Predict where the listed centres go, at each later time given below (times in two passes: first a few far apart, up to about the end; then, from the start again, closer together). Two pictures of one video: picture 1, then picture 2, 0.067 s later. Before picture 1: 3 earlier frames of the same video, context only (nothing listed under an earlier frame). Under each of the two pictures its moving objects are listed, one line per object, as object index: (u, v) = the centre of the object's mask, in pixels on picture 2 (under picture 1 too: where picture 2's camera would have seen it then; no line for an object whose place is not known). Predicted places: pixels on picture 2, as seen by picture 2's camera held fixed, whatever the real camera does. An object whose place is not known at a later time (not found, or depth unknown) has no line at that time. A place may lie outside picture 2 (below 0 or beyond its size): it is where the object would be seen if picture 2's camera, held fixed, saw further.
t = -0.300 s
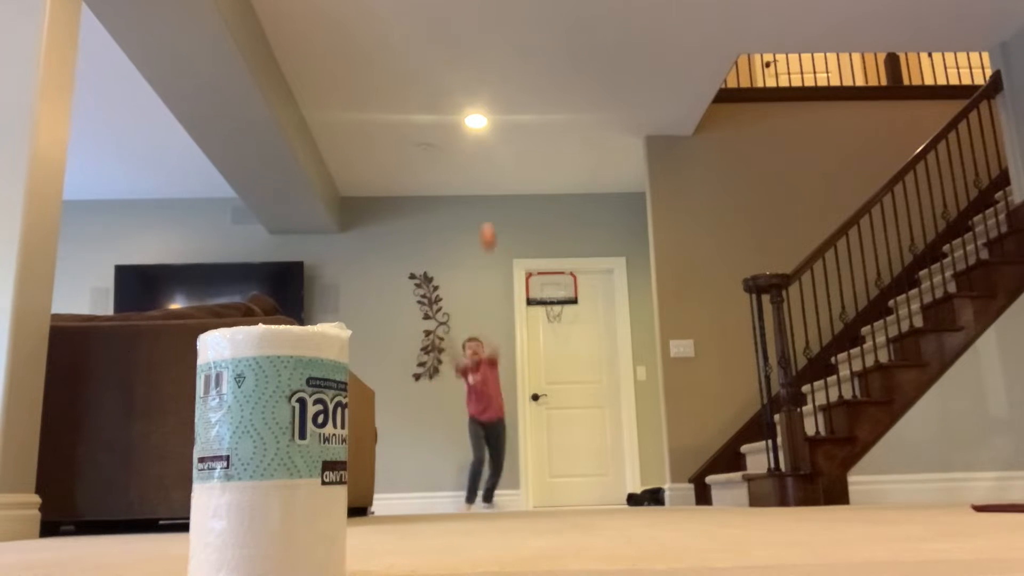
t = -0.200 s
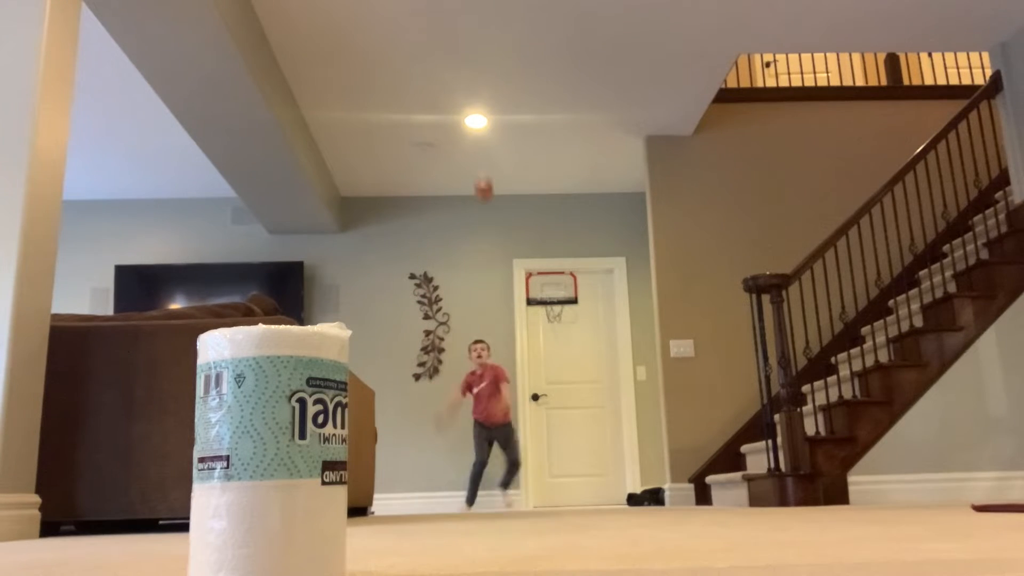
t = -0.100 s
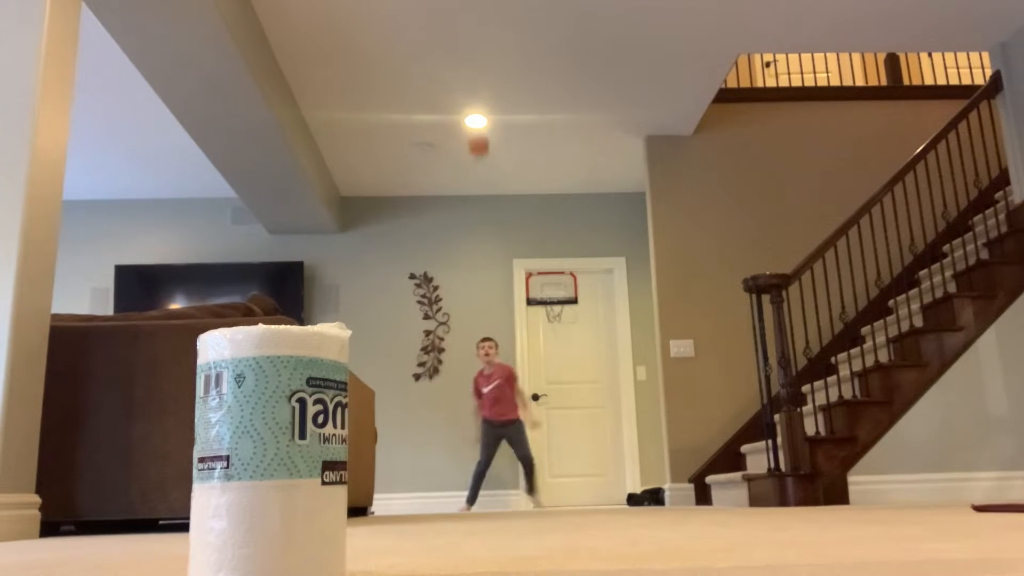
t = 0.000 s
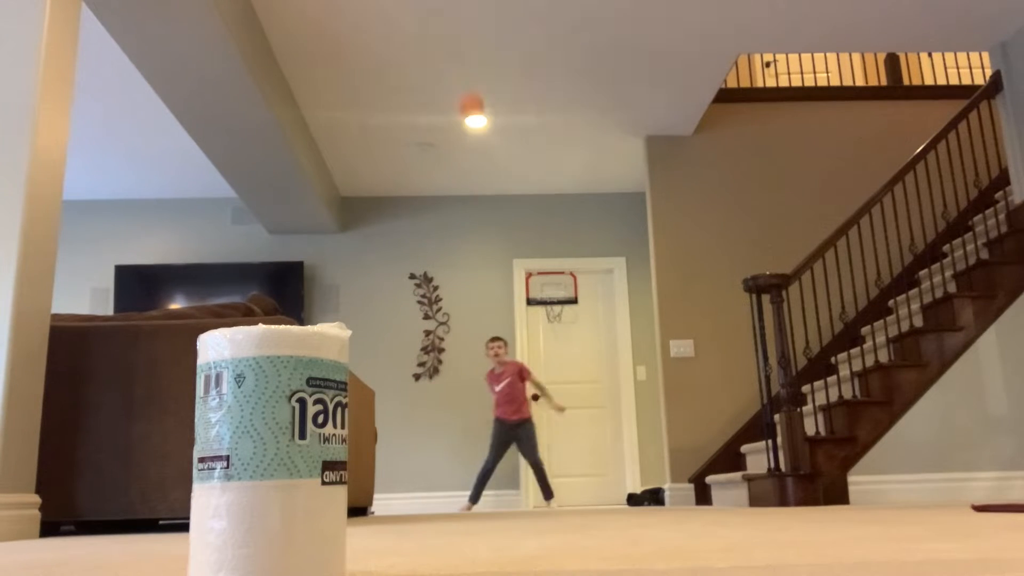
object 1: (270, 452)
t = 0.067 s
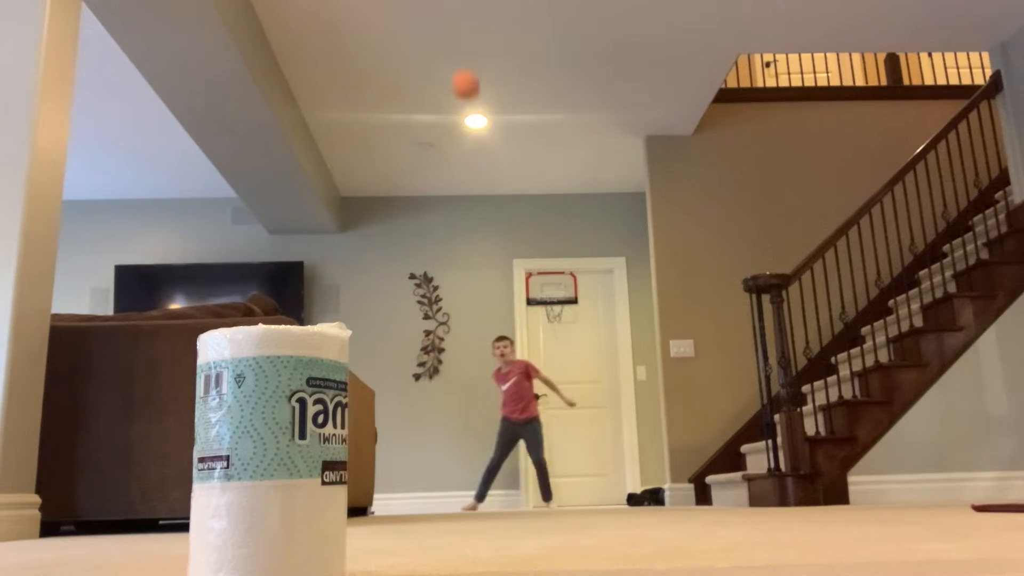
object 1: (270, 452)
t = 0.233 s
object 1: (270, 452)
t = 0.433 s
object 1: (270, 452)
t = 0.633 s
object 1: (156, 408)
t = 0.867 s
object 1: (73, 291)
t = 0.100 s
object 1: (270, 452)
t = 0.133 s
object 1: (270, 452)
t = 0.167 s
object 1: (270, 452)
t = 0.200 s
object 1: (270, 452)
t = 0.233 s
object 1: (270, 452)
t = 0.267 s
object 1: (270, 452)
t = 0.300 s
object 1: (270, 452)
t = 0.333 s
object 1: (270, 452)
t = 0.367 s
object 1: (270, 452)
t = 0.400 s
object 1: (270, 452)
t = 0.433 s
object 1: (270, 452)
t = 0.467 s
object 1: (270, 452)
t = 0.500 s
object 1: (270, 452)
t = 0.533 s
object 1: (252, 441)
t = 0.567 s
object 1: (218, 419)
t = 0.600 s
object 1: (180, 408)
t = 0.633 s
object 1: (156, 408)
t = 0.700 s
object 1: (134, 423)
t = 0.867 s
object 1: (73, 291)
